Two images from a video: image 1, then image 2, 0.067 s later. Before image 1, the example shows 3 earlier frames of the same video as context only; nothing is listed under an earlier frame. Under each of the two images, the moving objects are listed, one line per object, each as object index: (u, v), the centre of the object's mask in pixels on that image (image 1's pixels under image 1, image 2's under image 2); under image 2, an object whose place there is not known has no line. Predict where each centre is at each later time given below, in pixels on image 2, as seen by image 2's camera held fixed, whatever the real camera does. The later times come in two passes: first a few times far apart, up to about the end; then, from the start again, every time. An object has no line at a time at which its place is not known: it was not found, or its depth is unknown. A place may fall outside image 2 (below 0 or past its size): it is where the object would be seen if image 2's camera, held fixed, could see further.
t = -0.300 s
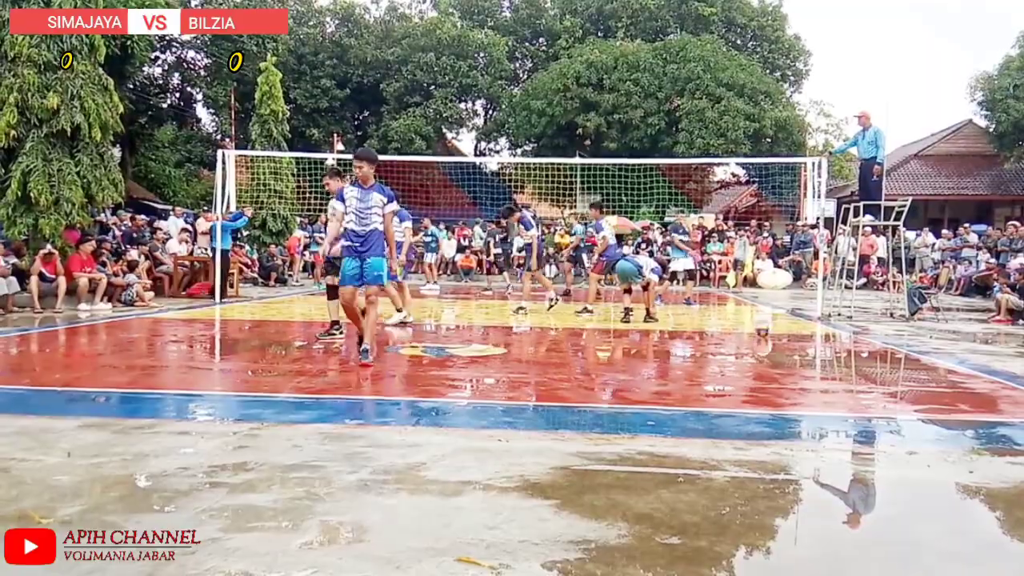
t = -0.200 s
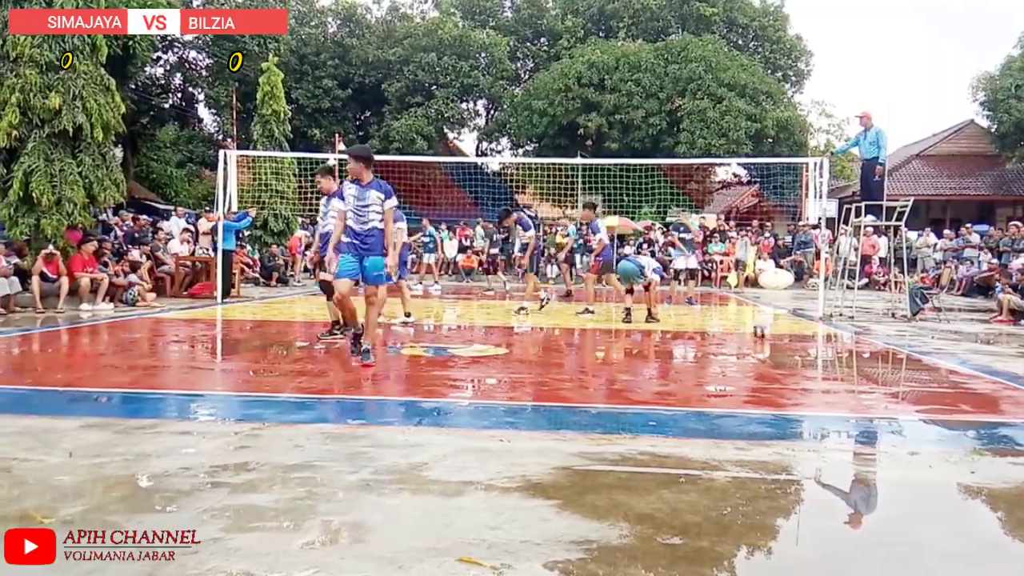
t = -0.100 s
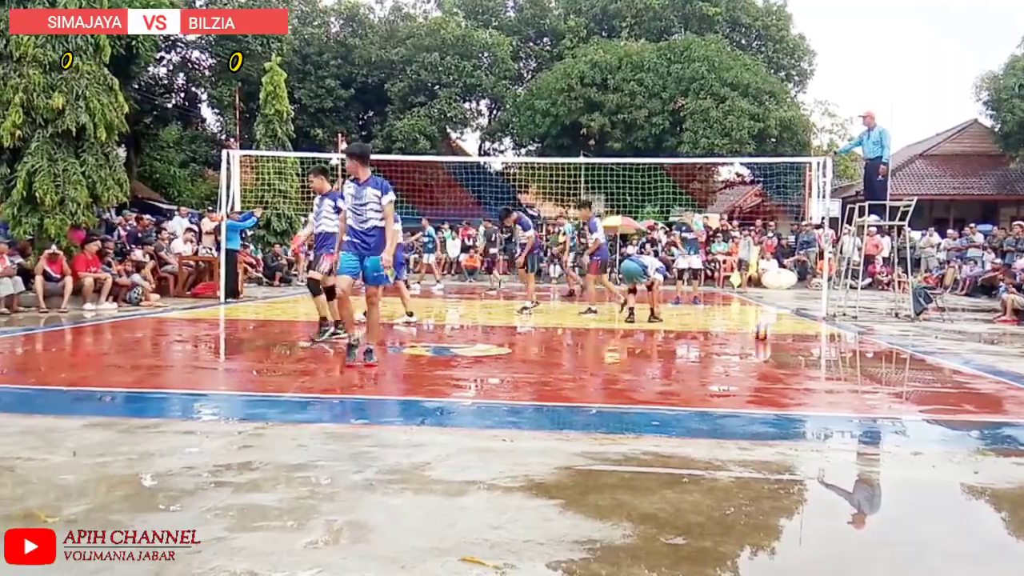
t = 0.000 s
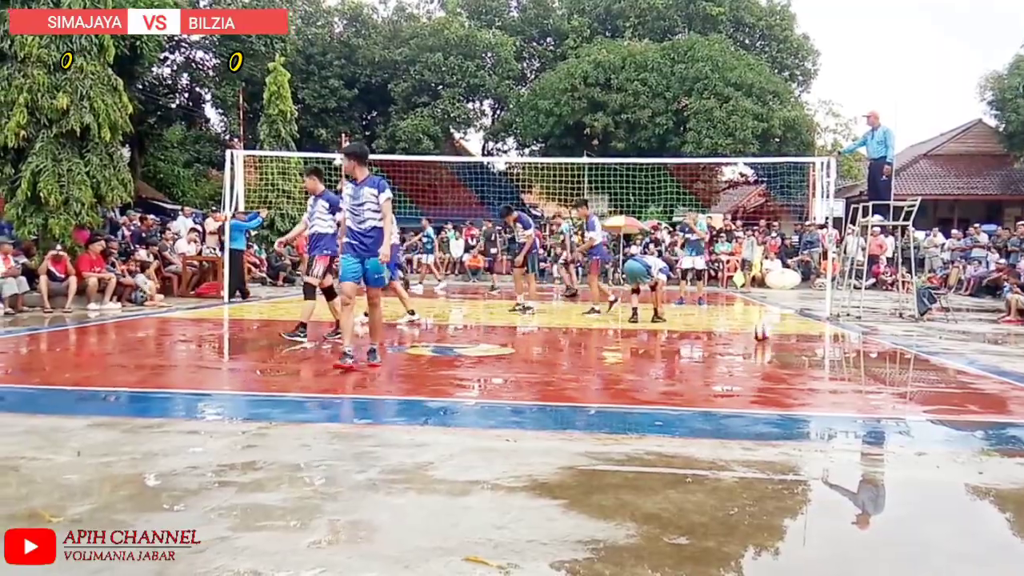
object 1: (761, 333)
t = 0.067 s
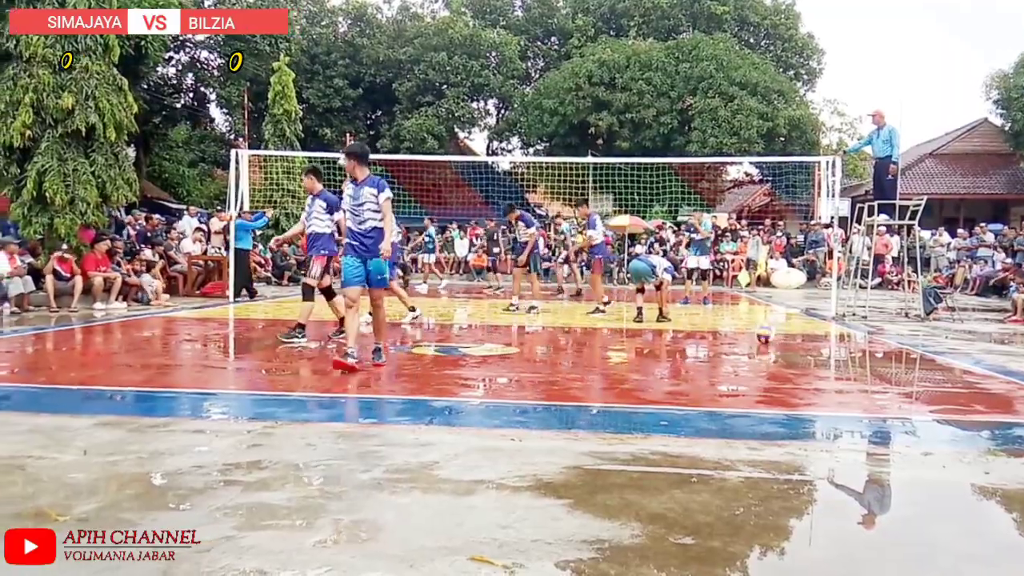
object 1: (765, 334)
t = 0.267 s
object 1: (759, 338)
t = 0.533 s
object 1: (749, 344)
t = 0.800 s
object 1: (738, 350)
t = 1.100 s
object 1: (725, 358)
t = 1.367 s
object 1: (712, 366)
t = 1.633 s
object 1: (697, 376)
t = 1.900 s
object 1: (680, 388)
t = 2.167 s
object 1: (660, 402)
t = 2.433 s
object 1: (636, 419)
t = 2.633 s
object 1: (613, 434)
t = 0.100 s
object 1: (765, 335)
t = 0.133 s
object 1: (764, 336)
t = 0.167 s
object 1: (762, 337)
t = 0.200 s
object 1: (761, 336)
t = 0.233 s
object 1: (760, 337)
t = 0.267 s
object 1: (759, 338)
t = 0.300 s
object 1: (757, 340)
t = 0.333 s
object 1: (757, 339)
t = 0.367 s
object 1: (756, 340)
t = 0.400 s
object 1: (755, 342)
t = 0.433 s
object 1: (753, 342)
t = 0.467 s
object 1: (752, 342)
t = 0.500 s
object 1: (751, 343)
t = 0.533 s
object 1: (749, 344)
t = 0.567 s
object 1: (748, 345)
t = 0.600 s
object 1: (746, 345)
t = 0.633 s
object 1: (744, 346)
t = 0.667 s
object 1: (744, 347)
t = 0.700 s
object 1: (743, 348)
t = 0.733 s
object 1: (742, 348)
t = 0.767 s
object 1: (740, 349)
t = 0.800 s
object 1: (738, 350)
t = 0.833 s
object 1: (737, 350)
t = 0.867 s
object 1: (735, 351)
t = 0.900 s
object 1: (734, 352)
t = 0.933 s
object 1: (733, 353)
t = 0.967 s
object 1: (732, 354)
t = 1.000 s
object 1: (730, 355)
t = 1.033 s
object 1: (729, 356)
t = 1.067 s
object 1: (727, 357)
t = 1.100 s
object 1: (725, 358)
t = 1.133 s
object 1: (723, 357)
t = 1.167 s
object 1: (722, 359)
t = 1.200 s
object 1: (720, 360)
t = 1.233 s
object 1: (719, 362)
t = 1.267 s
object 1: (717, 363)
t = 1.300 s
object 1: (715, 364)
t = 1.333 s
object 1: (714, 365)
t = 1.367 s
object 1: (712, 366)
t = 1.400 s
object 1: (710, 367)
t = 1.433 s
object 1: (708, 368)
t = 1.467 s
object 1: (707, 370)
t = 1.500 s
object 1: (705, 371)
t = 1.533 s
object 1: (703, 373)
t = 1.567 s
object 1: (701, 373)
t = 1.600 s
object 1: (699, 375)
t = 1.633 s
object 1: (697, 376)
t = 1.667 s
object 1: (695, 378)
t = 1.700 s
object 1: (693, 378)
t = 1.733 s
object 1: (691, 380)
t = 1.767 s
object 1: (689, 381)
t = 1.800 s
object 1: (687, 383)
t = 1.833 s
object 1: (685, 384)
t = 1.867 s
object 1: (683, 386)
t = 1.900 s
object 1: (680, 388)
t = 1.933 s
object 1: (678, 389)
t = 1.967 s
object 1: (675, 391)
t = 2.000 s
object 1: (673, 393)
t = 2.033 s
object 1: (670, 394)
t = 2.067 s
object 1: (668, 397)
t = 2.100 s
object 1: (666, 398)
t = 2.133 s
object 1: (663, 400)
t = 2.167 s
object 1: (660, 402)
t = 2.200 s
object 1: (657, 404)
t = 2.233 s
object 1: (654, 406)
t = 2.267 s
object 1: (651, 408)
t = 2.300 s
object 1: (648, 410)
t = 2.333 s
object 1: (645, 412)
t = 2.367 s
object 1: (642, 414)
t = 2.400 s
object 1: (639, 417)
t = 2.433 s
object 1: (636, 419)
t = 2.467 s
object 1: (632, 421)
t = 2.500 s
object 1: (628, 425)
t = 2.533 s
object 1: (625, 427)
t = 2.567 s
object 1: (621, 428)
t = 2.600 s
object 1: (617, 432)
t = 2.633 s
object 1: (613, 434)
